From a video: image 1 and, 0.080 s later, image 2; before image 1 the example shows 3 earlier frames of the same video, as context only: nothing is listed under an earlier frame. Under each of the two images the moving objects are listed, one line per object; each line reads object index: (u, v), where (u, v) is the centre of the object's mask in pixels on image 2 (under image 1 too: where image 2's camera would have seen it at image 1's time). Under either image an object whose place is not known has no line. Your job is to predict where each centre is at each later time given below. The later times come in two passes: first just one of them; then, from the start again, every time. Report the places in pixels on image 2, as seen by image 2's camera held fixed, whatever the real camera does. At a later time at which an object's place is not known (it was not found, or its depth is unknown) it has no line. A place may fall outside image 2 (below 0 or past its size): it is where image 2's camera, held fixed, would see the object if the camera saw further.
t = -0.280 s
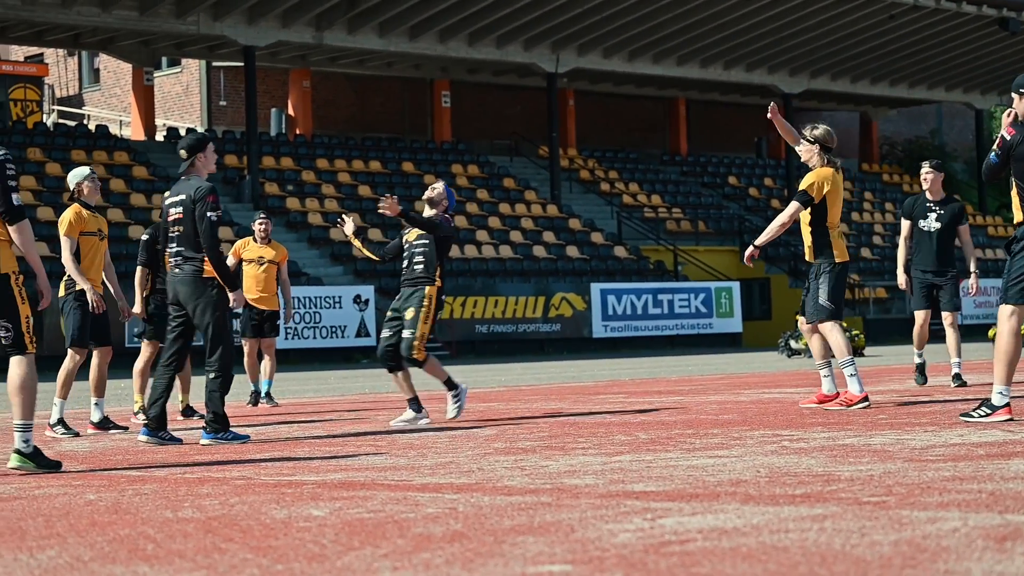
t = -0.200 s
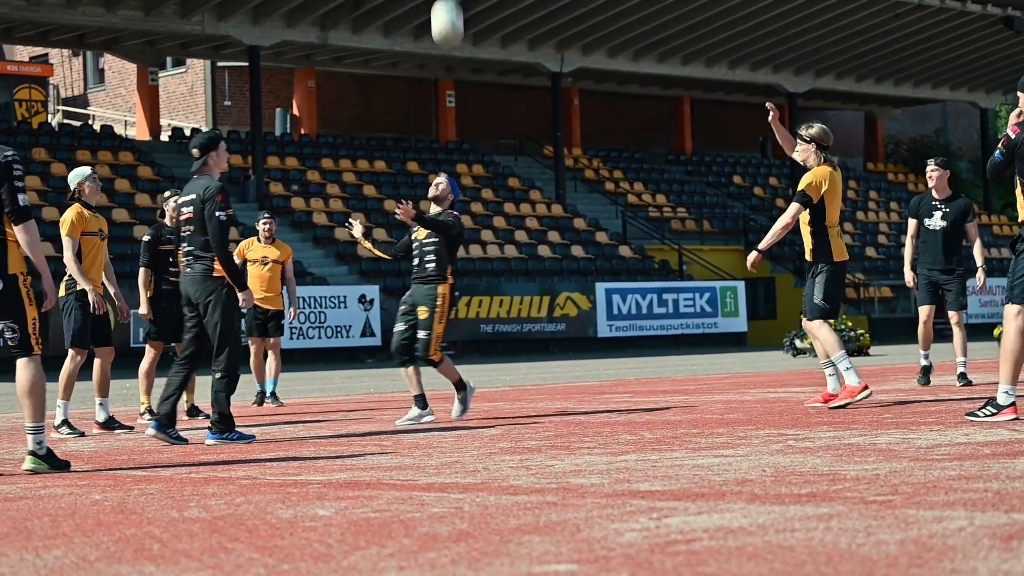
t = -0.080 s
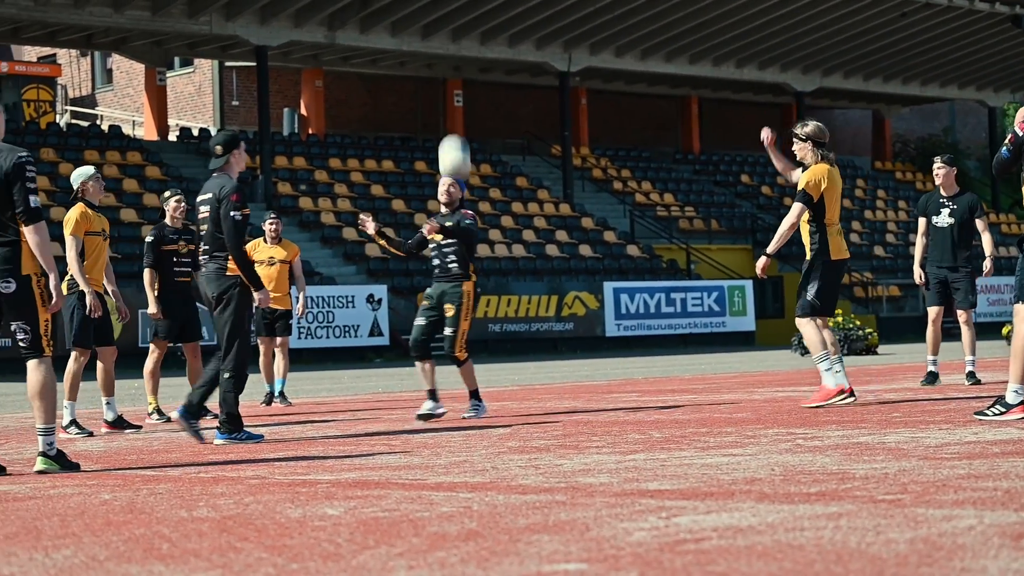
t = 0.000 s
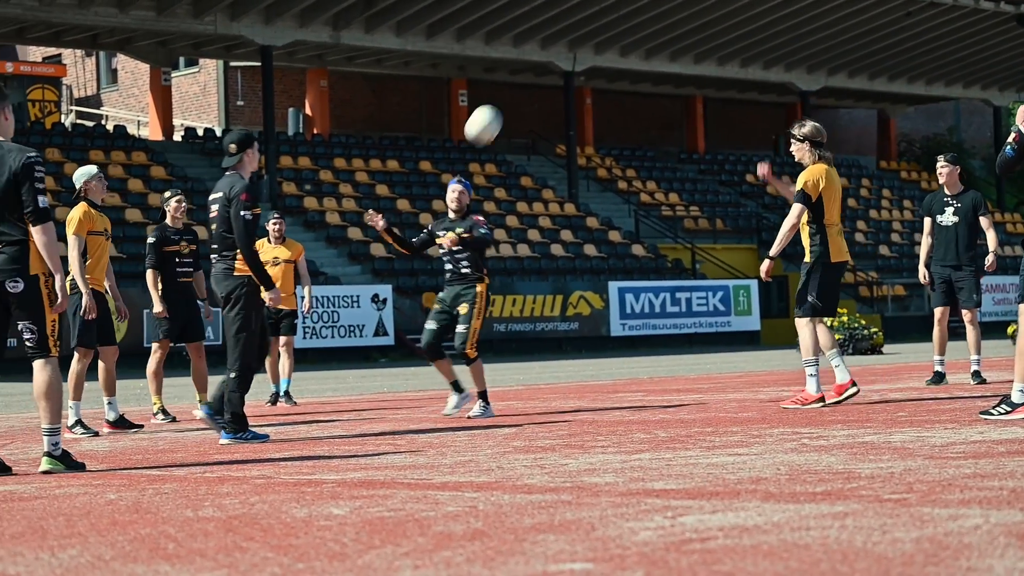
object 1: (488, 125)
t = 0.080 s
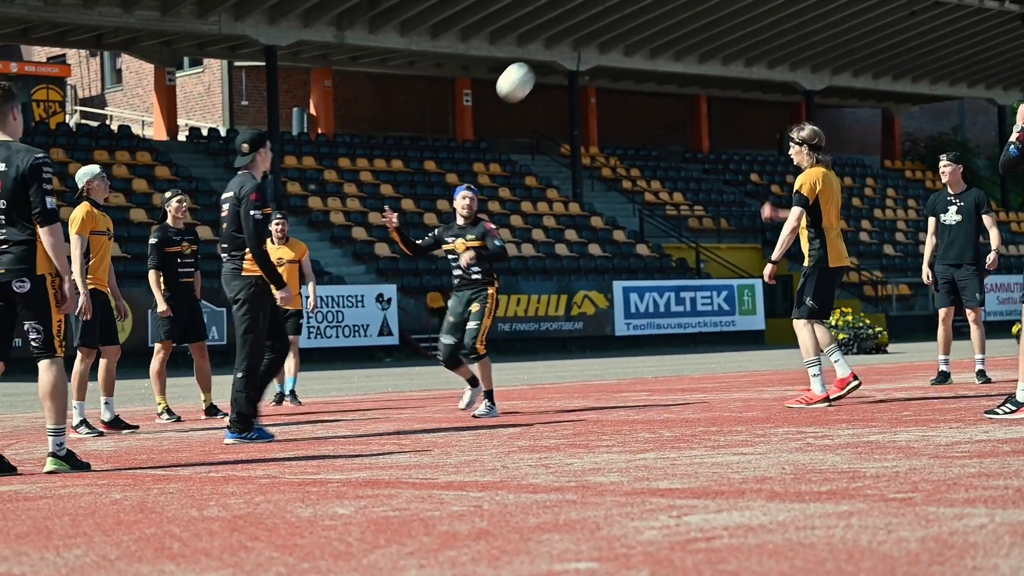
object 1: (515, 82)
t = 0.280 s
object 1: (588, 16)
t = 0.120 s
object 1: (530, 65)
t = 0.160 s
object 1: (544, 49)
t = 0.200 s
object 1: (559, 35)
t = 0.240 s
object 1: (573, 23)
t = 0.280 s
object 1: (588, 16)
